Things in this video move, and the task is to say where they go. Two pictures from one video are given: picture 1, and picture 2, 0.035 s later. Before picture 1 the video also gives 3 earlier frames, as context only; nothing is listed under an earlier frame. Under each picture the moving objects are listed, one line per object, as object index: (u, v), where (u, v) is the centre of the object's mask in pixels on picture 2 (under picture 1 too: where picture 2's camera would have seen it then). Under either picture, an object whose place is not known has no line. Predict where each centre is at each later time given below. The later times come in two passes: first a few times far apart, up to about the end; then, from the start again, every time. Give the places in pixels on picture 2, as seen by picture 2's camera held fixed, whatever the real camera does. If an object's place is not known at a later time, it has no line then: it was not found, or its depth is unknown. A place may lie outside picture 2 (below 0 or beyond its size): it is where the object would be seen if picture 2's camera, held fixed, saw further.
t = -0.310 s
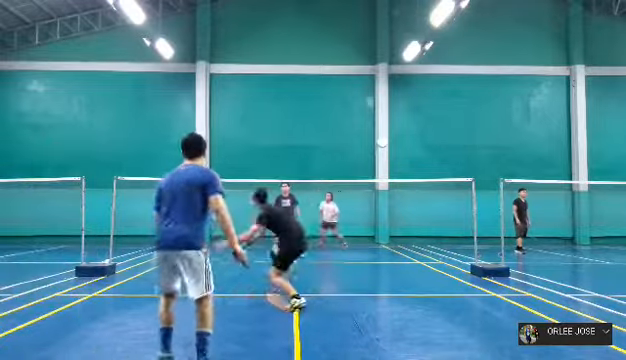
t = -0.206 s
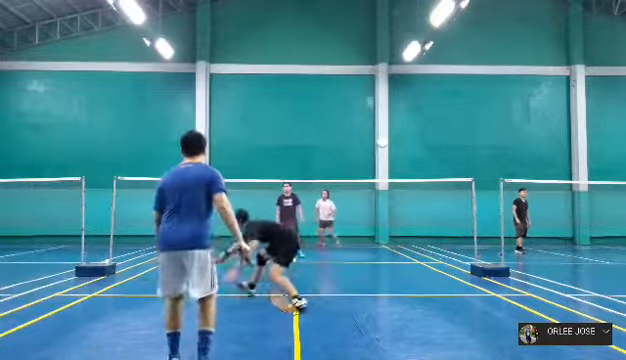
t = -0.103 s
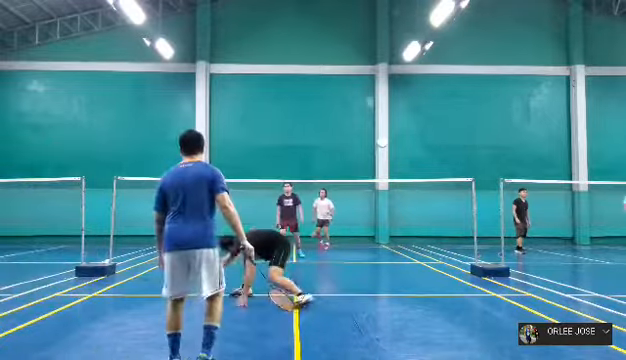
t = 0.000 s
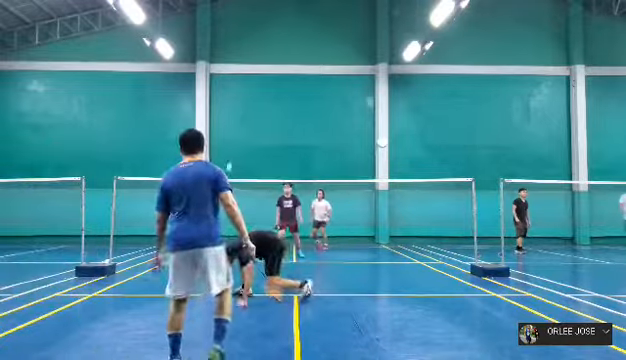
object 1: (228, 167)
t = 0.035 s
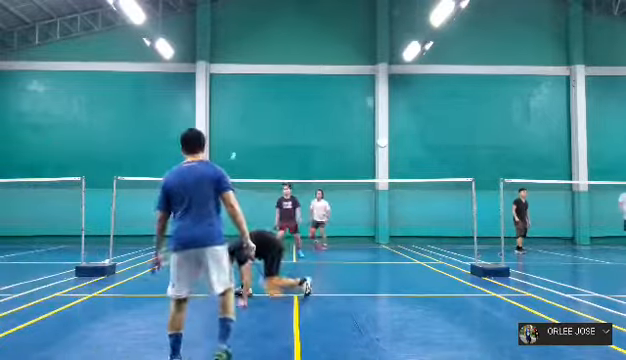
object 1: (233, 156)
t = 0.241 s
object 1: (255, 112)
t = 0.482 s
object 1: (272, 100)
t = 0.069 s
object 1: (237, 145)
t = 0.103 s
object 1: (241, 137)
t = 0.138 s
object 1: (245, 129)
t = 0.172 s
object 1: (248, 122)
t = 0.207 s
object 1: (251, 117)
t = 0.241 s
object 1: (255, 112)
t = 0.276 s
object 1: (257, 109)
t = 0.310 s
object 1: (260, 106)
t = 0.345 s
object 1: (262, 103)
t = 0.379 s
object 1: (265, 101)
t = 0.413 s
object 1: (268, 101)
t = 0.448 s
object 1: (270, 101)
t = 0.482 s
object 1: (272, 100)
